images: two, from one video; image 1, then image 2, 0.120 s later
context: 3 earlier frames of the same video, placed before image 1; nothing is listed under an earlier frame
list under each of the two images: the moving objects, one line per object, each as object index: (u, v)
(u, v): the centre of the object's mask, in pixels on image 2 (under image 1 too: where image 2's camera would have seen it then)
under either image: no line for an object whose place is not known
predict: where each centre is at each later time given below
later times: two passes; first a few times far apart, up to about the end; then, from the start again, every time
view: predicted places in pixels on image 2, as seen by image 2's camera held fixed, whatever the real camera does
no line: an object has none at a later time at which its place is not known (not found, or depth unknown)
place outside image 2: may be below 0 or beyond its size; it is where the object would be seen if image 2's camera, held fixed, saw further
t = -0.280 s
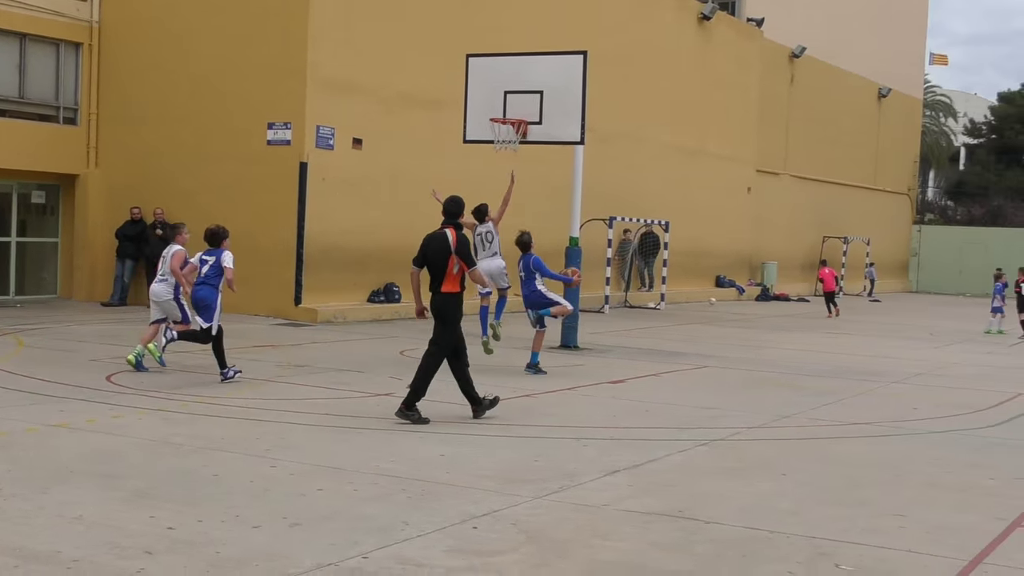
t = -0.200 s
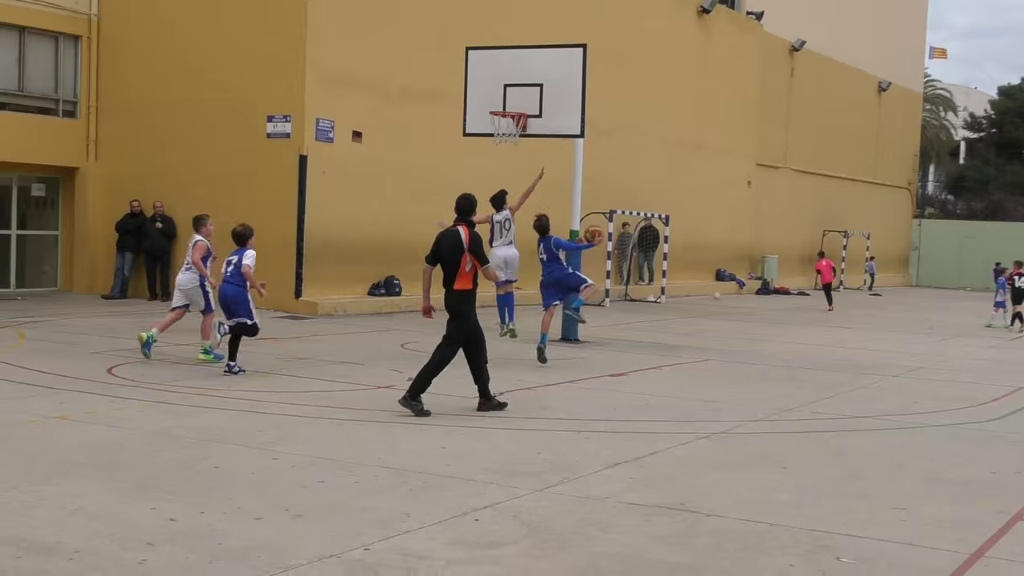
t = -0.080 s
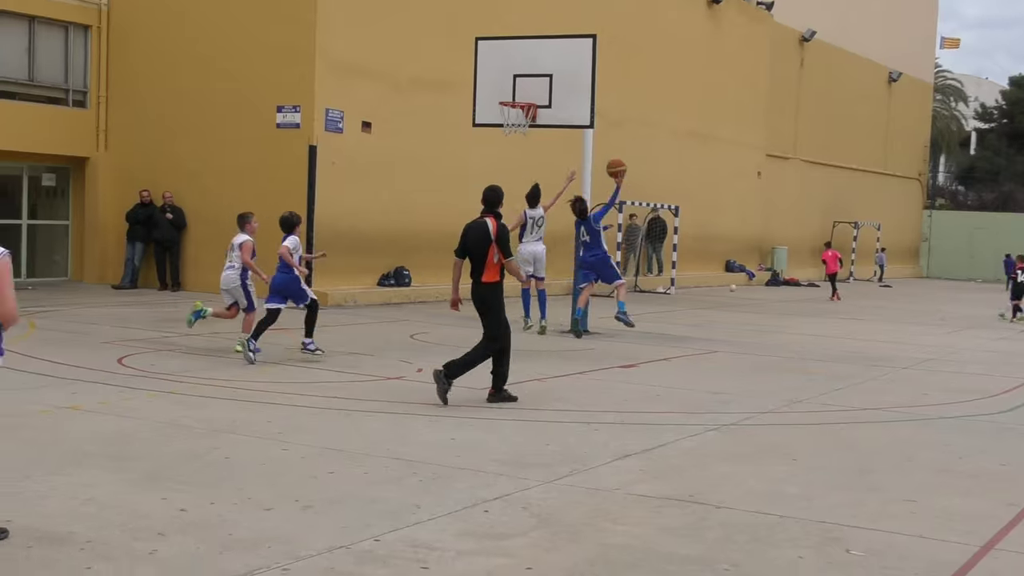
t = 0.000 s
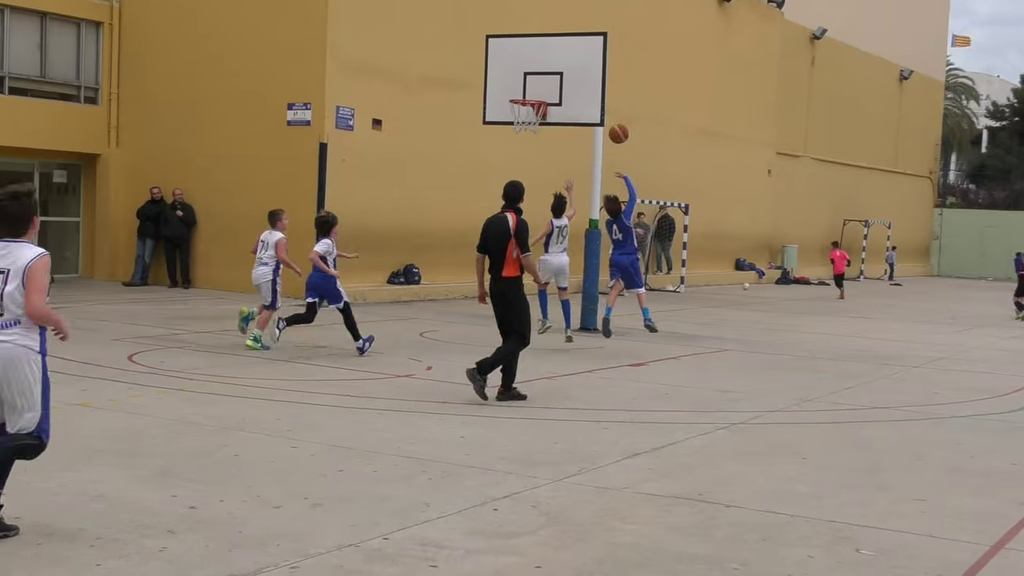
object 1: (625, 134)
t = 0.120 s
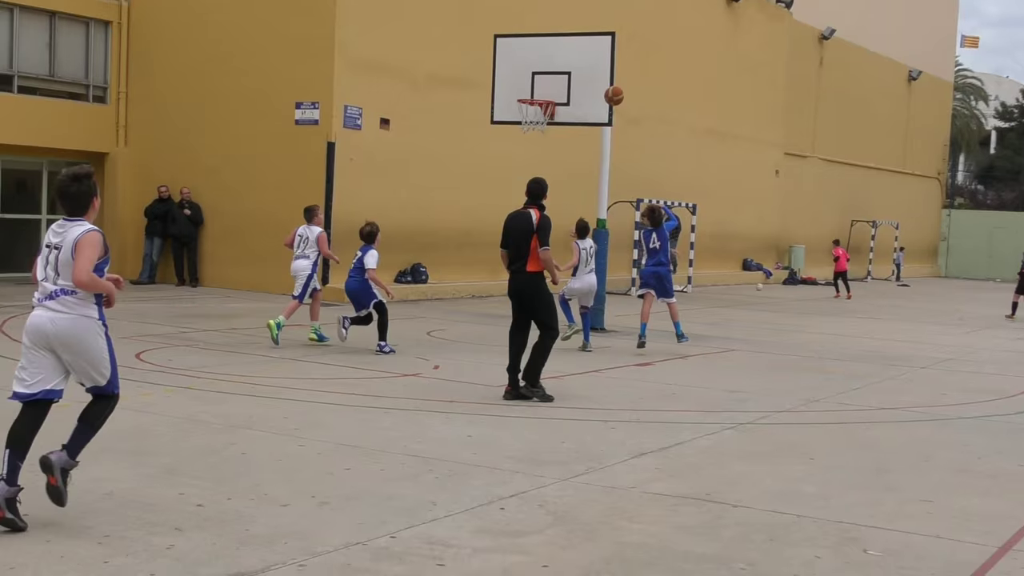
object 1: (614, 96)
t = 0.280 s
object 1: (599, 65)
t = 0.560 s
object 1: (553, 66)
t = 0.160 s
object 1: (610, 86)
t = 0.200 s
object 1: (606, 77)
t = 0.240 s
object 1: (603, 71)
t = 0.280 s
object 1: (599, 65)
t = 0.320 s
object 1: (596, 61)
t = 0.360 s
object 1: (593, 58)
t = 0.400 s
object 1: (587, 57)
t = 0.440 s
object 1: (579, 58)
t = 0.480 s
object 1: (570, 59)
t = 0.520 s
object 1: (561, 62)
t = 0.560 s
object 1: (553, 66)
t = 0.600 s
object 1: (543, 72)
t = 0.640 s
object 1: (534, 79)
